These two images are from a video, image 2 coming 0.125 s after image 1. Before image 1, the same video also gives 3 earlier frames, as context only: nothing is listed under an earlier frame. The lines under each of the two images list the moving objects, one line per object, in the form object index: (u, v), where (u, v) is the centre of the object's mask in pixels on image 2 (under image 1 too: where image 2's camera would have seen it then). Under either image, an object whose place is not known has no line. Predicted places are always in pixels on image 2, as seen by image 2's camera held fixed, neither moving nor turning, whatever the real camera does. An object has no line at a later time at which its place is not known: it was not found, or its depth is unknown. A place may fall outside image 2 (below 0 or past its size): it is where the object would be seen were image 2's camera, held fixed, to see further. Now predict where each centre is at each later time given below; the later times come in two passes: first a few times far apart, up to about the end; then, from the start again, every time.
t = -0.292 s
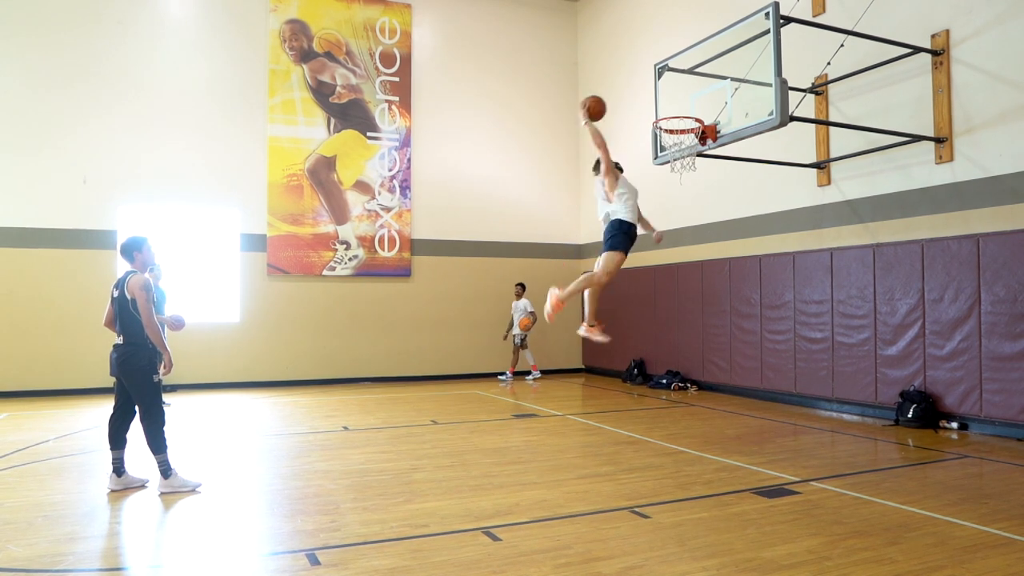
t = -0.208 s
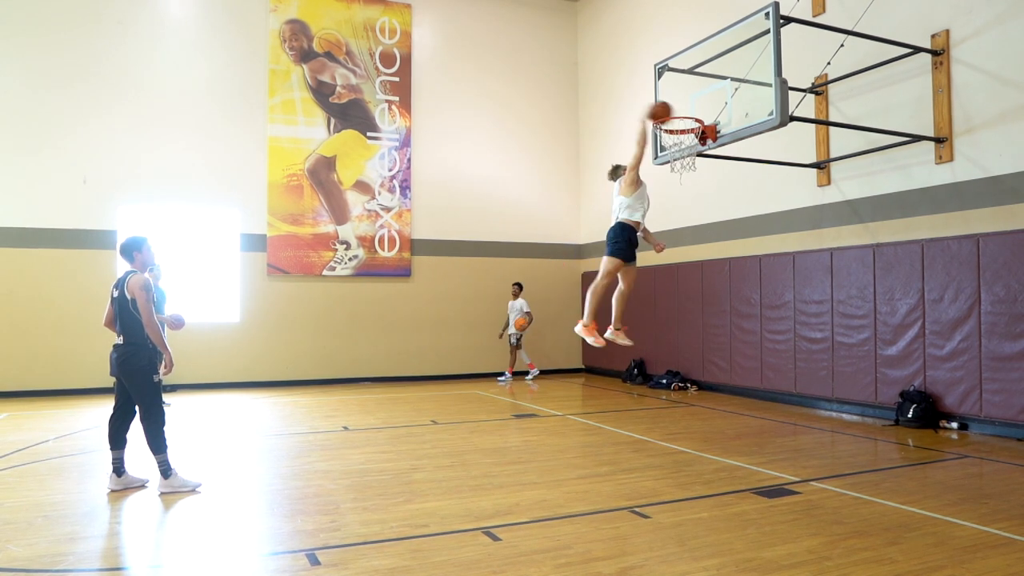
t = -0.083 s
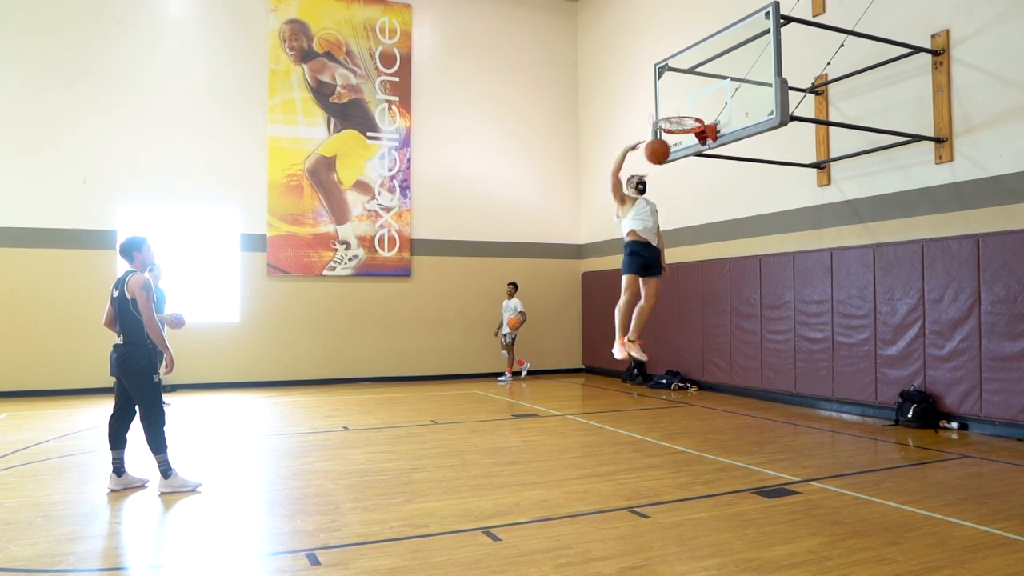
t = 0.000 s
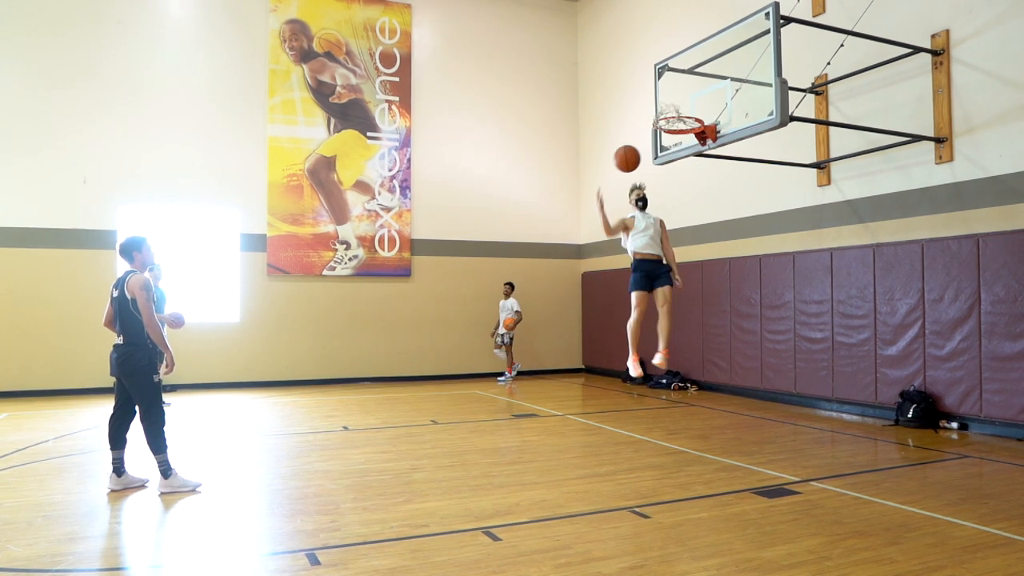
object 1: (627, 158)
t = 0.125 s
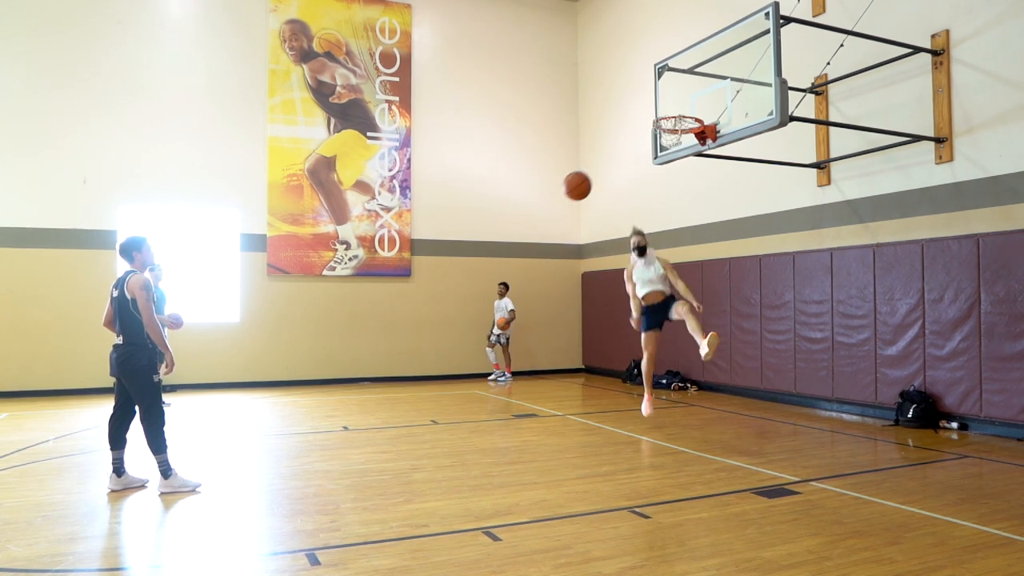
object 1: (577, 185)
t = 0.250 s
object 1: (520, 235)
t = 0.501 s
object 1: (383, 425)
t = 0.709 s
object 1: (291, 386)
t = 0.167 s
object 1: (559, 199)
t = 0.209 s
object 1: (540, 216)
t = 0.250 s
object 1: (520, 235)
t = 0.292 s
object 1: (499, 258)
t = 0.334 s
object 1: (477, 284)
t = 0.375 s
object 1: (455, 314)
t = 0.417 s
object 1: (432, 347)
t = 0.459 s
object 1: (407, 384)
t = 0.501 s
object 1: (383, 425)
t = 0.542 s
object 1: (356, 472)
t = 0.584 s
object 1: (336, 474)
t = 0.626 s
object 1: (322, 442)
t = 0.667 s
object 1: (307, 414)
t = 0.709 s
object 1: (291, 386)
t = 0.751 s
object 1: (276, 362)
